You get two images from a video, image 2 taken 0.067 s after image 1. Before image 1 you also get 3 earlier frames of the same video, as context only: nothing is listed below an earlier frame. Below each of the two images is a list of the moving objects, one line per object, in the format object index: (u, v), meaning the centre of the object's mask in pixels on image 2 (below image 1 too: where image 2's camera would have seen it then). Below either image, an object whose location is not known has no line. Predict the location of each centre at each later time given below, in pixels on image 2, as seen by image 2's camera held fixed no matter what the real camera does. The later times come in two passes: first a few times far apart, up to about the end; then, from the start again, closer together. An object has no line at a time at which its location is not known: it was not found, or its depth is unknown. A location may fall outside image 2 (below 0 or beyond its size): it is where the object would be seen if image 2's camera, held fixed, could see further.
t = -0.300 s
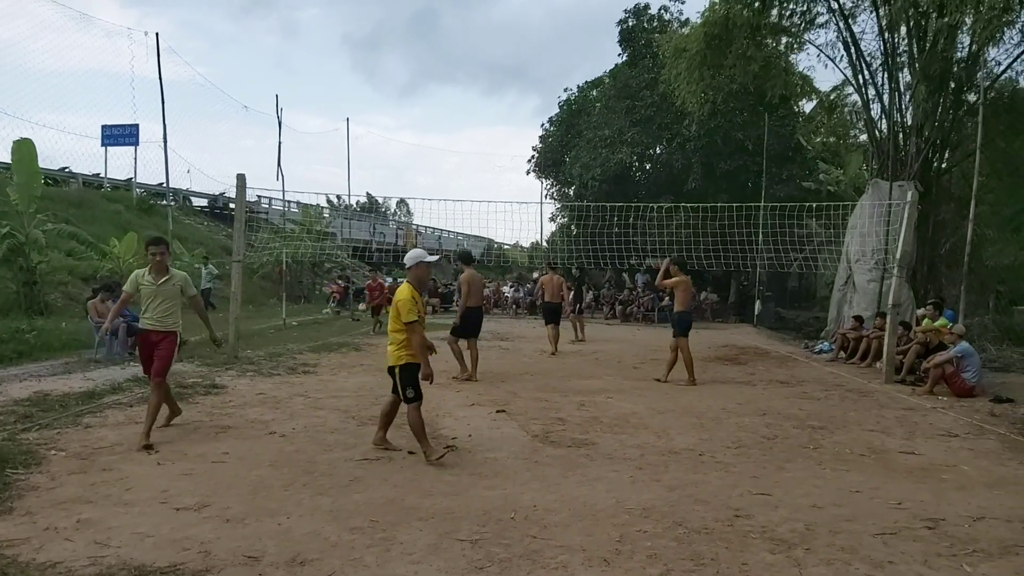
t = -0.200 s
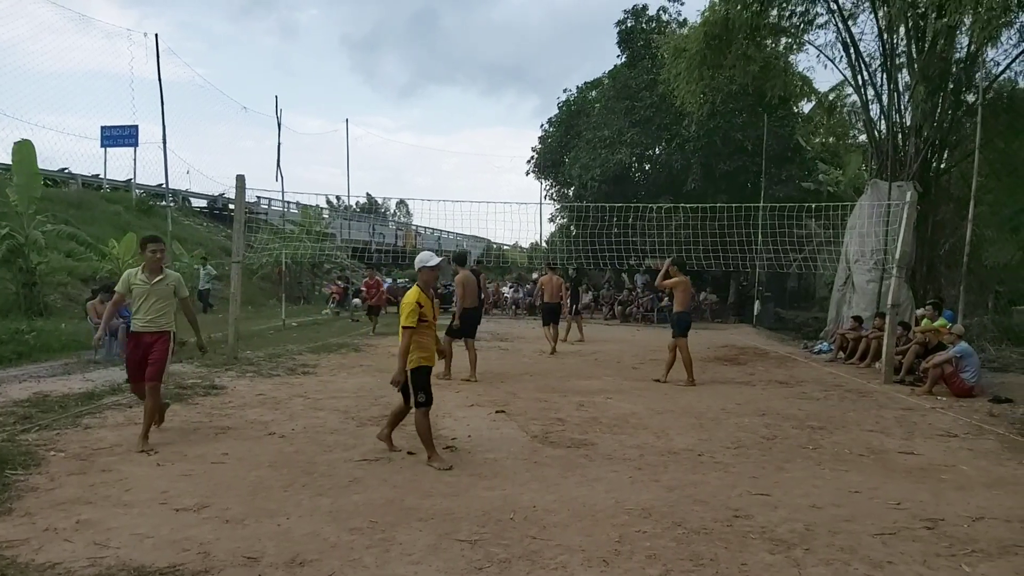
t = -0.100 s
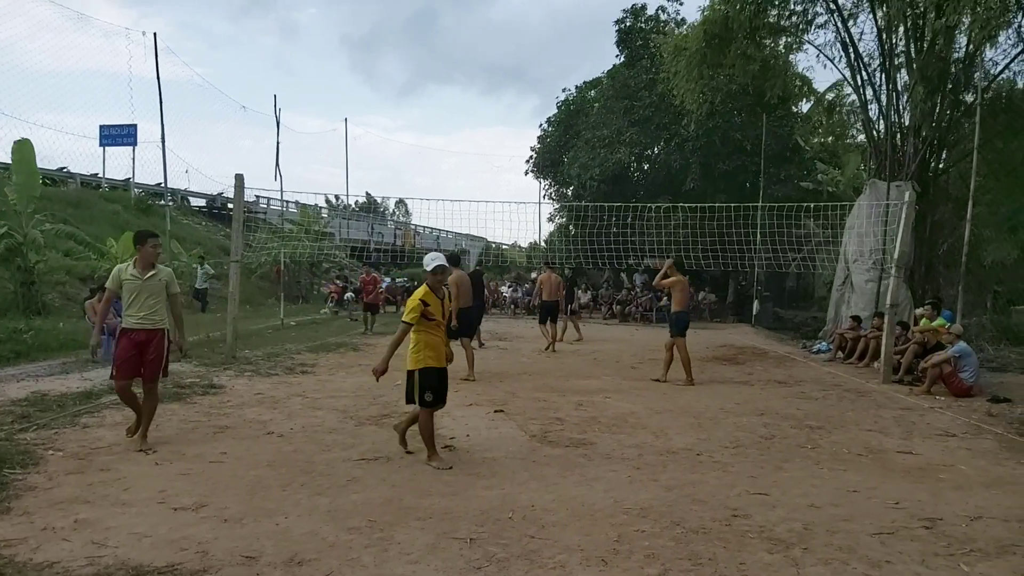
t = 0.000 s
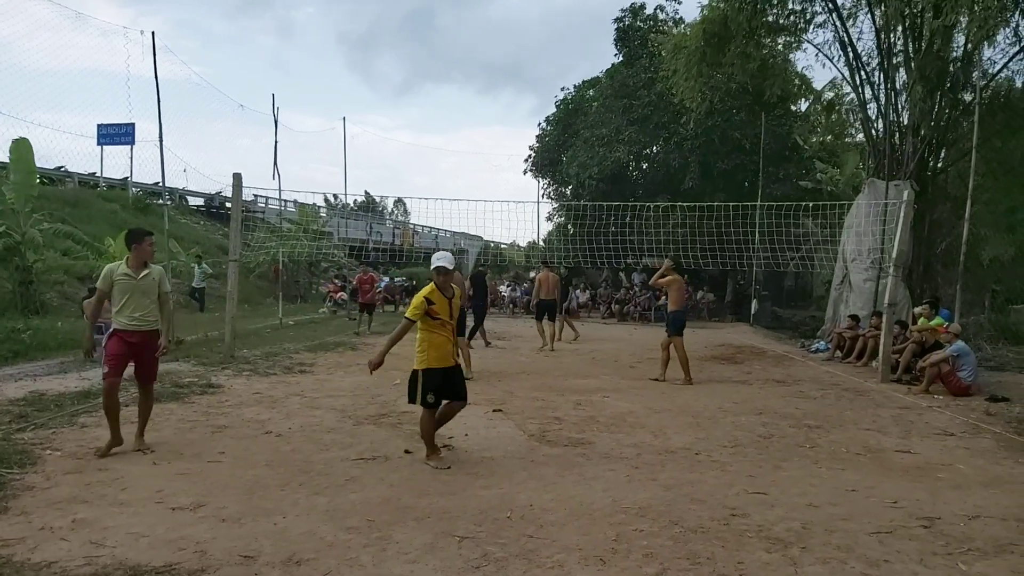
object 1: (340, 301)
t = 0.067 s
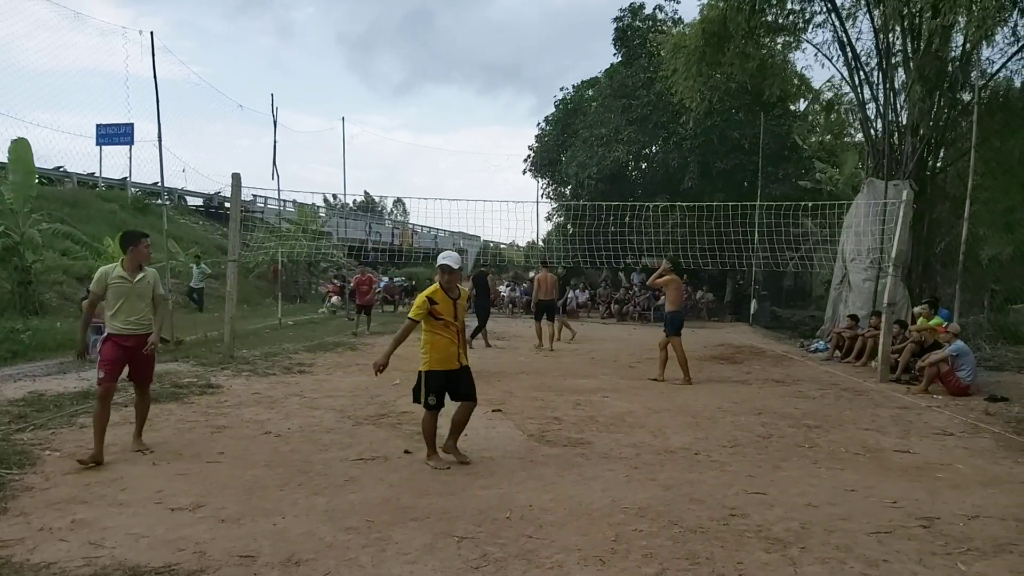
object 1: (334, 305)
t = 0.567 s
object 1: (295, 336)
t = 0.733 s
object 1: (278, 345)
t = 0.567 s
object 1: (295, 336)
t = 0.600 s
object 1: (292, 336)
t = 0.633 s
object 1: (289, 337)
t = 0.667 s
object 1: (285, 339)
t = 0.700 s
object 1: (281, 341)
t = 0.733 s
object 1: (278, 345)
